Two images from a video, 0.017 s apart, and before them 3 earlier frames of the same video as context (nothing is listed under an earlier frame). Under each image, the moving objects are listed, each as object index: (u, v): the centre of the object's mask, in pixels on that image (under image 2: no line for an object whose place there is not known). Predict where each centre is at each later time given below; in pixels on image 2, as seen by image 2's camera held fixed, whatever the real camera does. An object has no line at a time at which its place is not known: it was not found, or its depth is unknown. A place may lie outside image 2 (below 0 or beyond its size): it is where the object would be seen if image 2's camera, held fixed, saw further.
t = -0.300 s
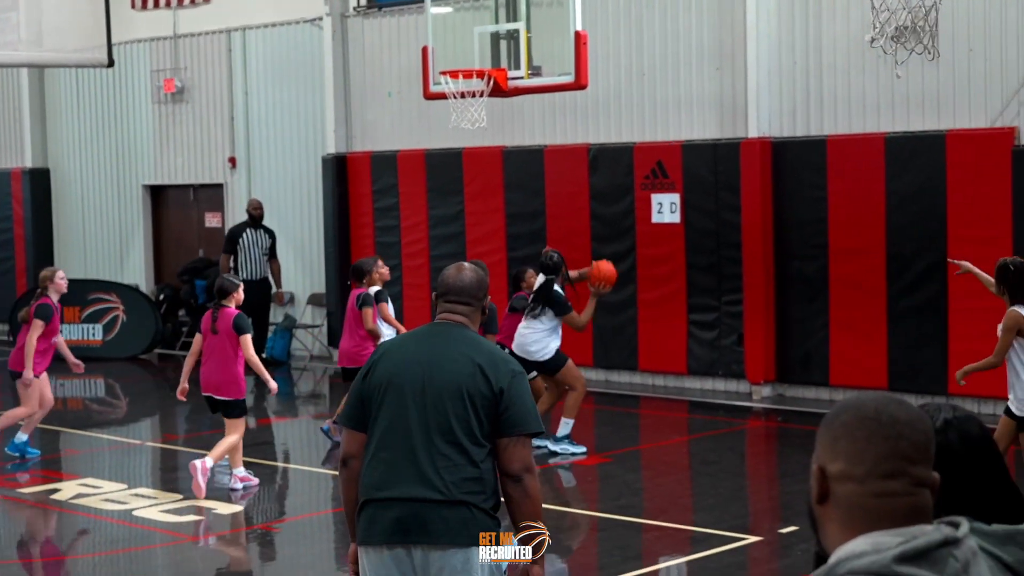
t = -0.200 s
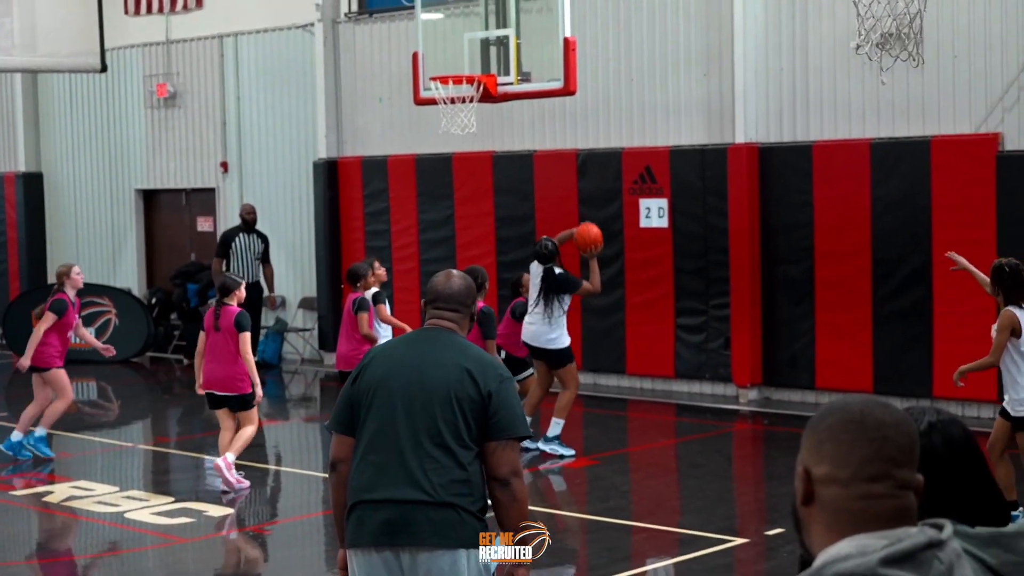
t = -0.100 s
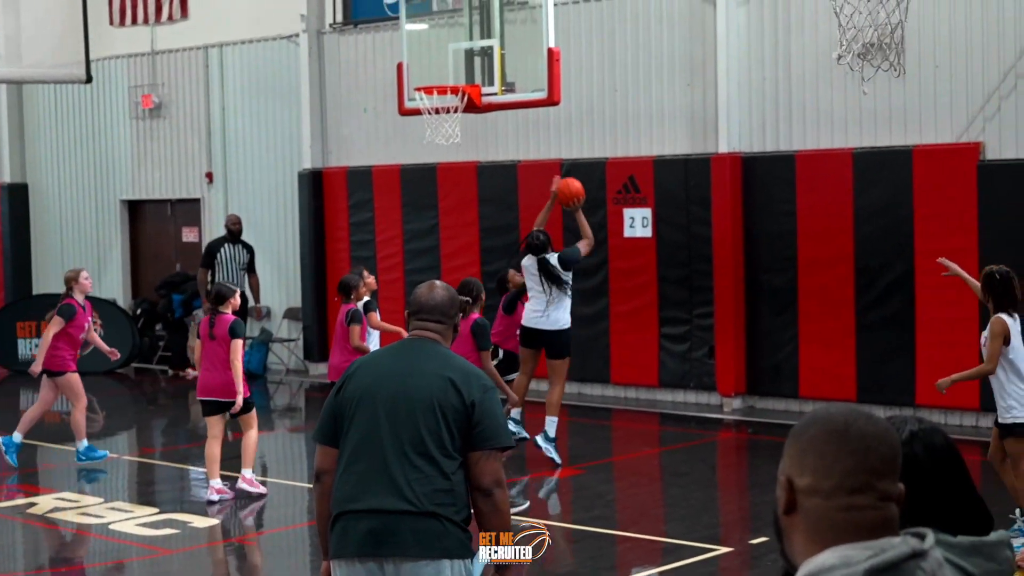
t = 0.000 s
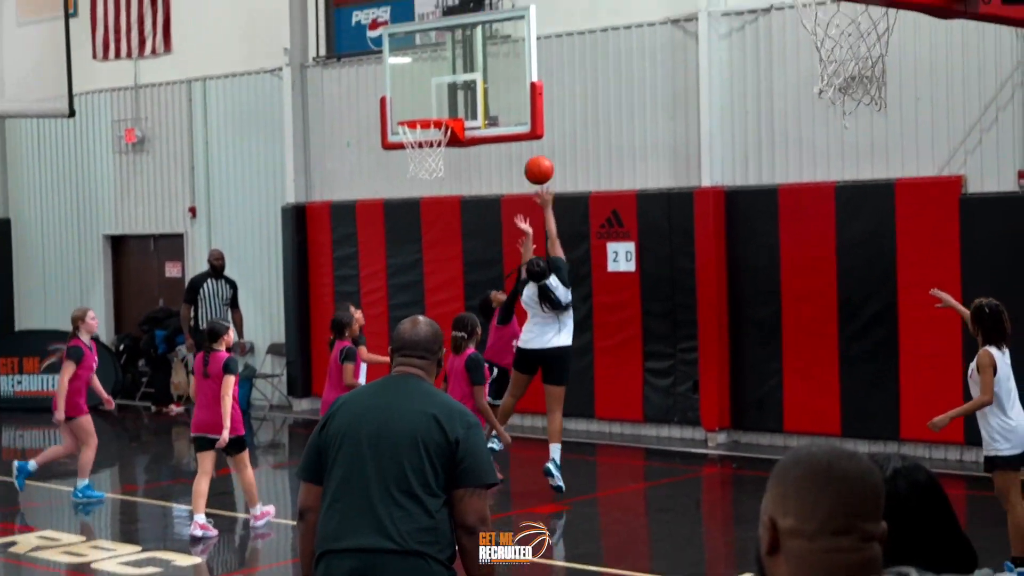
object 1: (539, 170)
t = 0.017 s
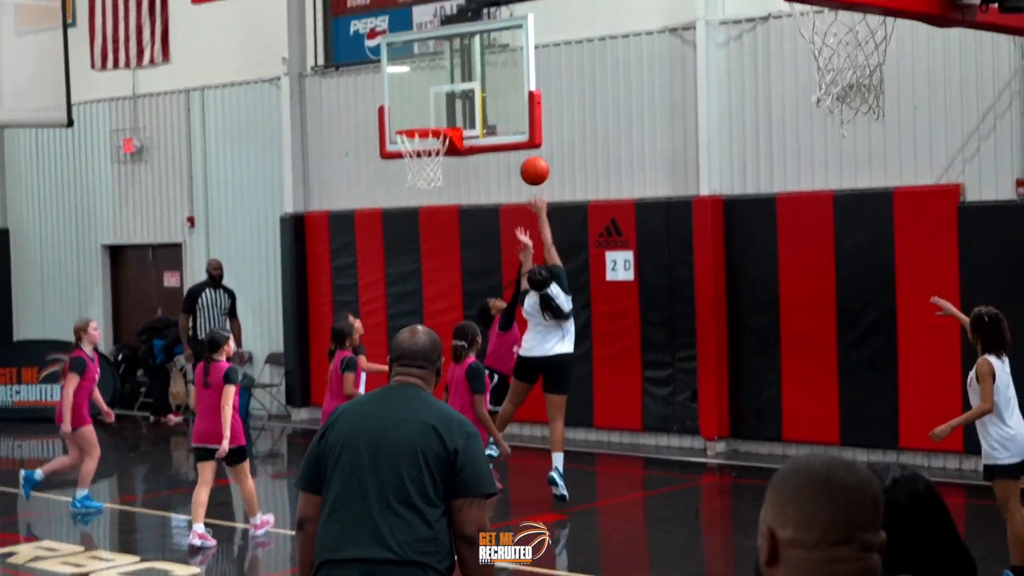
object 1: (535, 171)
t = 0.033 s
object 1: (532, 163)
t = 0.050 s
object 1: (530, 155)
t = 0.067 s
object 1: (528, 148)
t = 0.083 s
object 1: (525, 142)
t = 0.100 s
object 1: (523, 135)
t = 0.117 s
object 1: (520, 130)
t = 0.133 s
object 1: (517, 124)
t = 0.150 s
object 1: (515, 119)
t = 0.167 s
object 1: (513, 114)
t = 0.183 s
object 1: (511, 110)
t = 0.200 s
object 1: (509, 106)
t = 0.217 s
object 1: (507, 102)
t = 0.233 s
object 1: (504, 99)
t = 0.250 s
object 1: (502, 97)
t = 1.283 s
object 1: (442, 295)
